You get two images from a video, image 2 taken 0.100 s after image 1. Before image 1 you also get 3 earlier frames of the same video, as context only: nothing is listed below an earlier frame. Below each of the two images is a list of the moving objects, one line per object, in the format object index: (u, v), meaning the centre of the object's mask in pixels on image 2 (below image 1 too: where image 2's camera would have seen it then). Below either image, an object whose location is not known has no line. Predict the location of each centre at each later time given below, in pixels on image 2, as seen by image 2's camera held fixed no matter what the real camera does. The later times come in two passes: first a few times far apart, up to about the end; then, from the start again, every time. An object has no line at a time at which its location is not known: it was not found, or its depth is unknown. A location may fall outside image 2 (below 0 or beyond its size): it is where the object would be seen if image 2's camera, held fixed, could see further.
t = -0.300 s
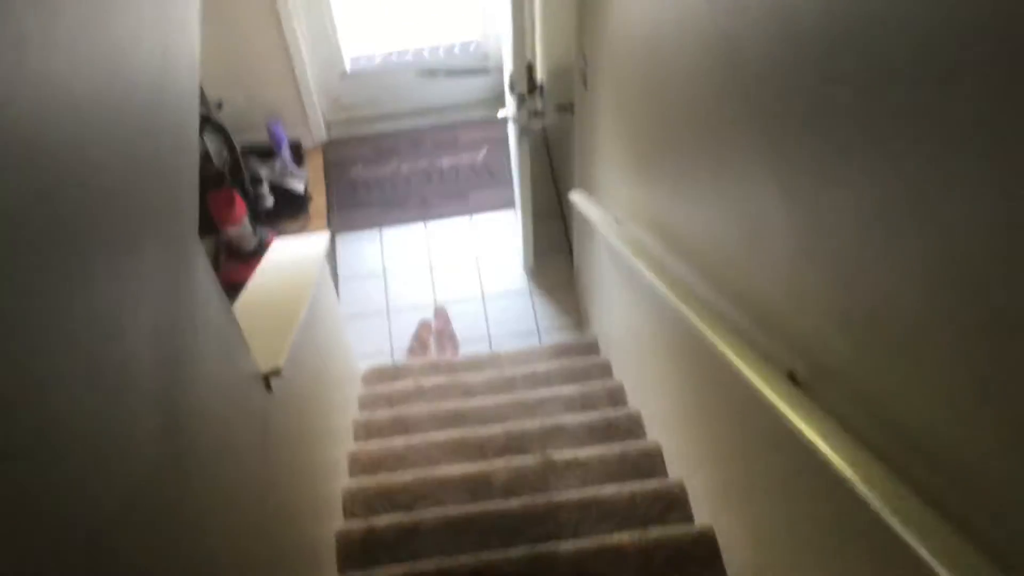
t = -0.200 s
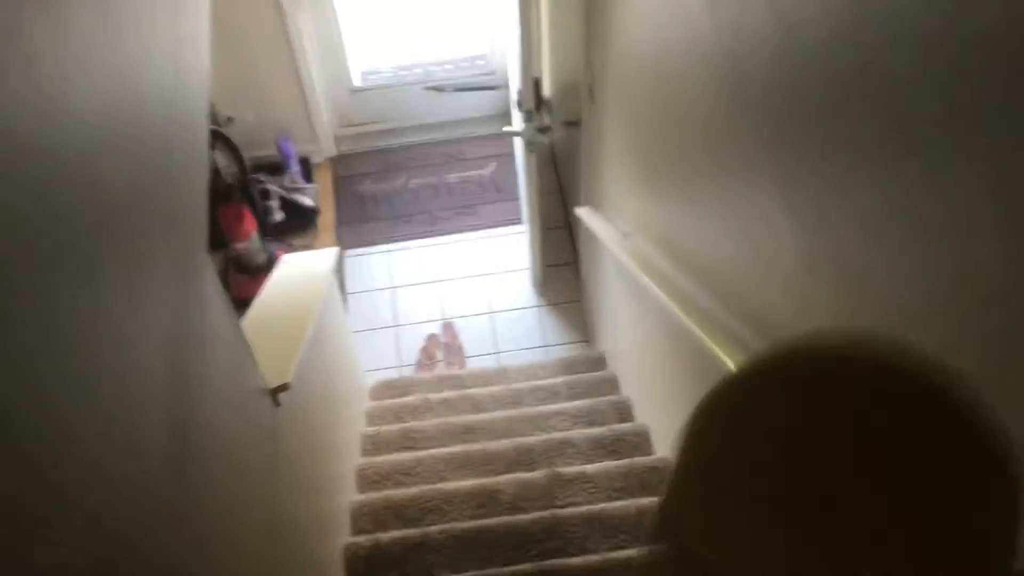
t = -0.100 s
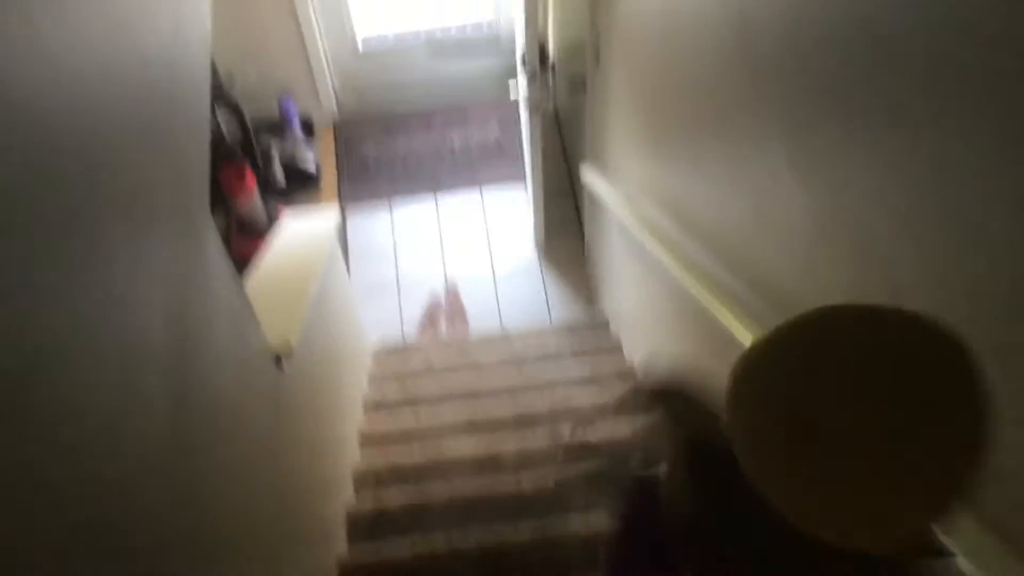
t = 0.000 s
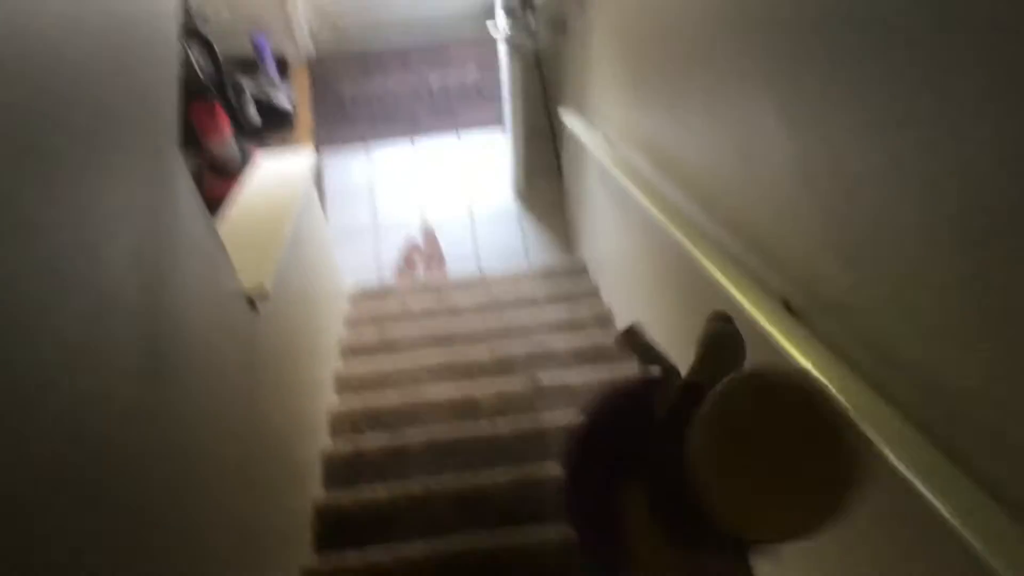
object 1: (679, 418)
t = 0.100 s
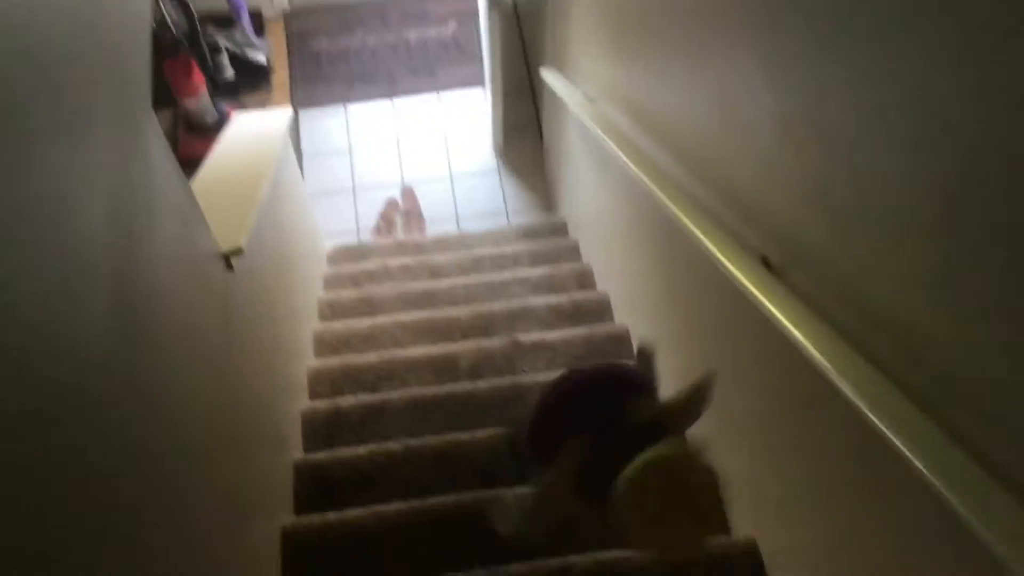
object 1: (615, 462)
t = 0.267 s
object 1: (561, 502)
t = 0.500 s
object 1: (516, 422)
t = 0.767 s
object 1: (433, 319)
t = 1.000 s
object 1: (401, 317)
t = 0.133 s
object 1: (598, 471)
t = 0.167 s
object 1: (586, 478)
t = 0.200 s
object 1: (577, 485)
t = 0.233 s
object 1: (567, 495)
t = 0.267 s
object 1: (561, 502)
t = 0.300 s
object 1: (556, 510)
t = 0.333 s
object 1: (556, 513)
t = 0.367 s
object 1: (555, 509)
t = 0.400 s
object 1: (561, 506)
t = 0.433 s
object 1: (544, 469)
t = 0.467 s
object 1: (528, 441)
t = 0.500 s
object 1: (516, 422)
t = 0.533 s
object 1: (504, 398)
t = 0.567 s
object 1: (491, 380)
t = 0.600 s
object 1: (481, 363)
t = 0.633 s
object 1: (471, 349)
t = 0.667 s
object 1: (460, 337)
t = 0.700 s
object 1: (450, 324)
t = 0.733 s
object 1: (439, 321)
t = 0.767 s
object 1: (433, 319)
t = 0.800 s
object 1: (427, 320)
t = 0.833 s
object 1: (424, 323)
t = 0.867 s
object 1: (420, 329)
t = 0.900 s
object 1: (413, 335)
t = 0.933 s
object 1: (411, 337)
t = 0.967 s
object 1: (406, 322)
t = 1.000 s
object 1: (401, 317)
